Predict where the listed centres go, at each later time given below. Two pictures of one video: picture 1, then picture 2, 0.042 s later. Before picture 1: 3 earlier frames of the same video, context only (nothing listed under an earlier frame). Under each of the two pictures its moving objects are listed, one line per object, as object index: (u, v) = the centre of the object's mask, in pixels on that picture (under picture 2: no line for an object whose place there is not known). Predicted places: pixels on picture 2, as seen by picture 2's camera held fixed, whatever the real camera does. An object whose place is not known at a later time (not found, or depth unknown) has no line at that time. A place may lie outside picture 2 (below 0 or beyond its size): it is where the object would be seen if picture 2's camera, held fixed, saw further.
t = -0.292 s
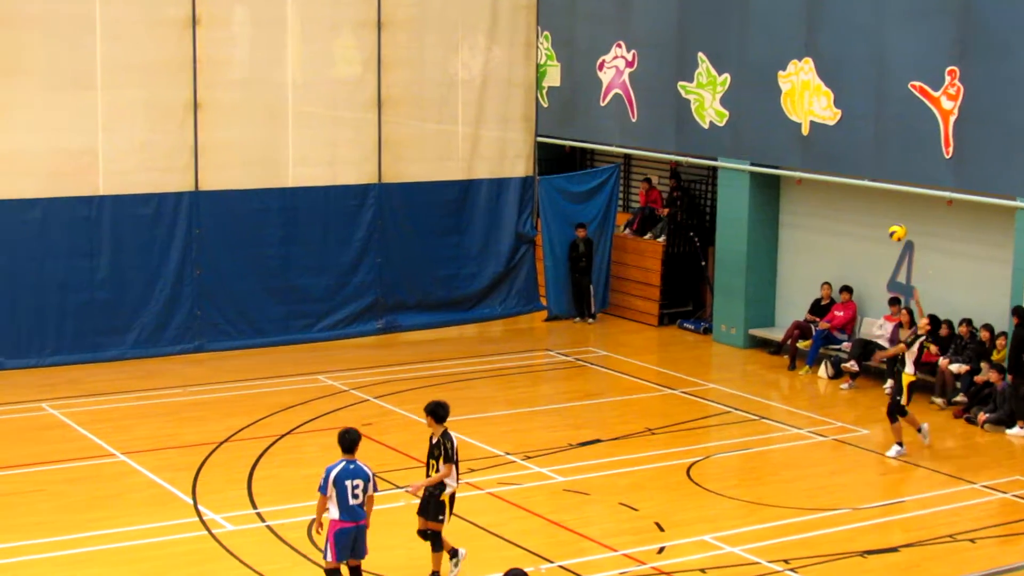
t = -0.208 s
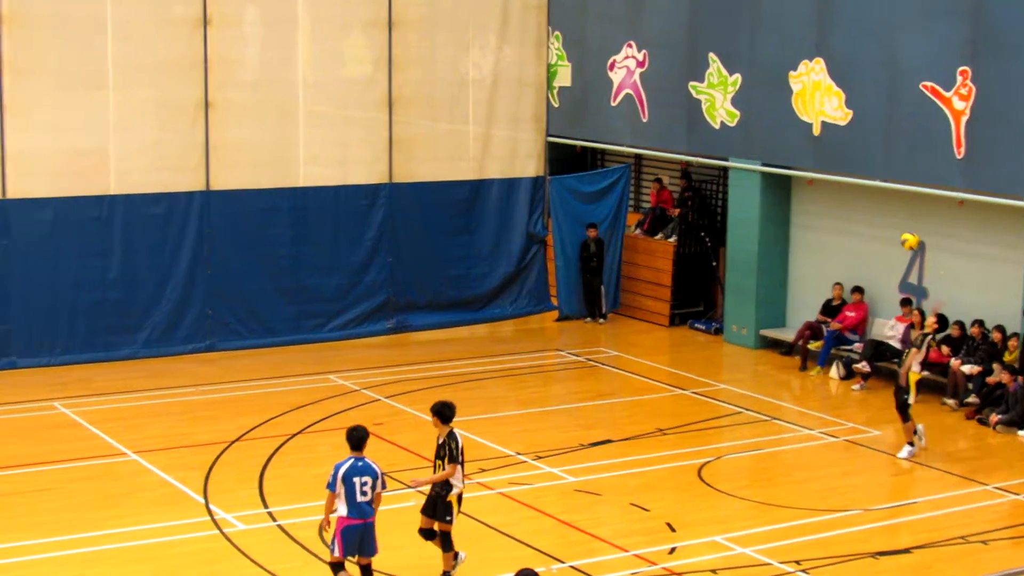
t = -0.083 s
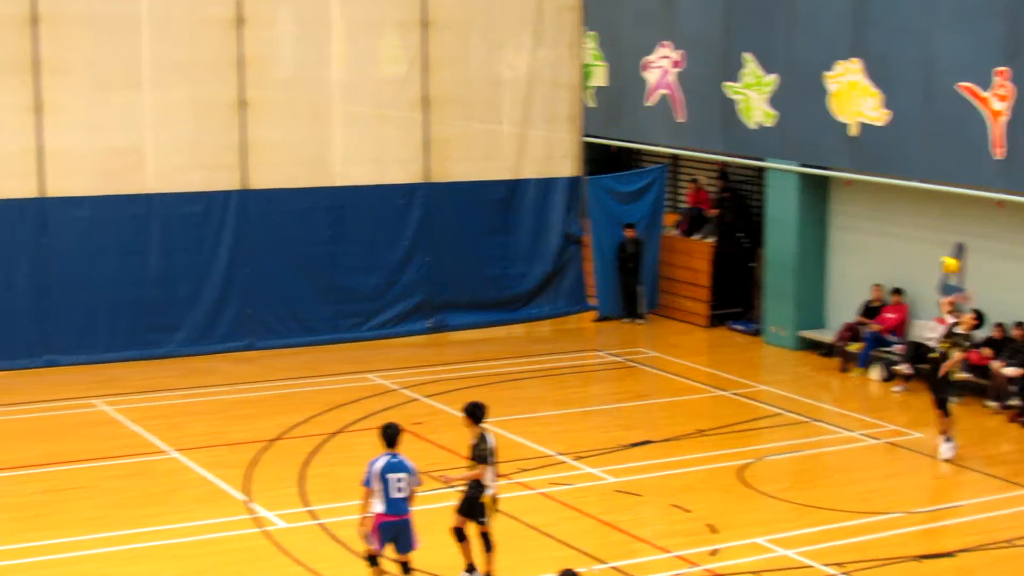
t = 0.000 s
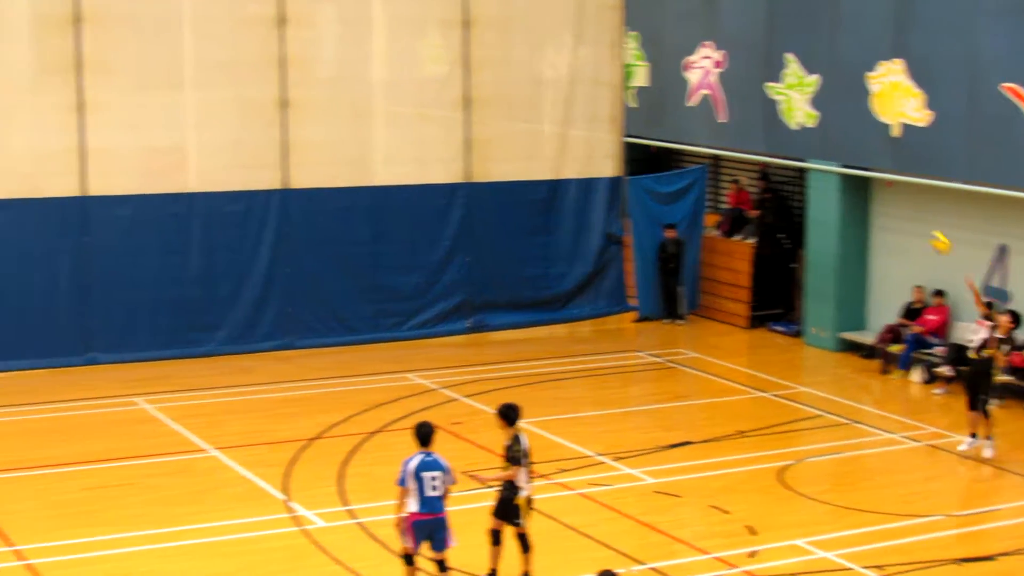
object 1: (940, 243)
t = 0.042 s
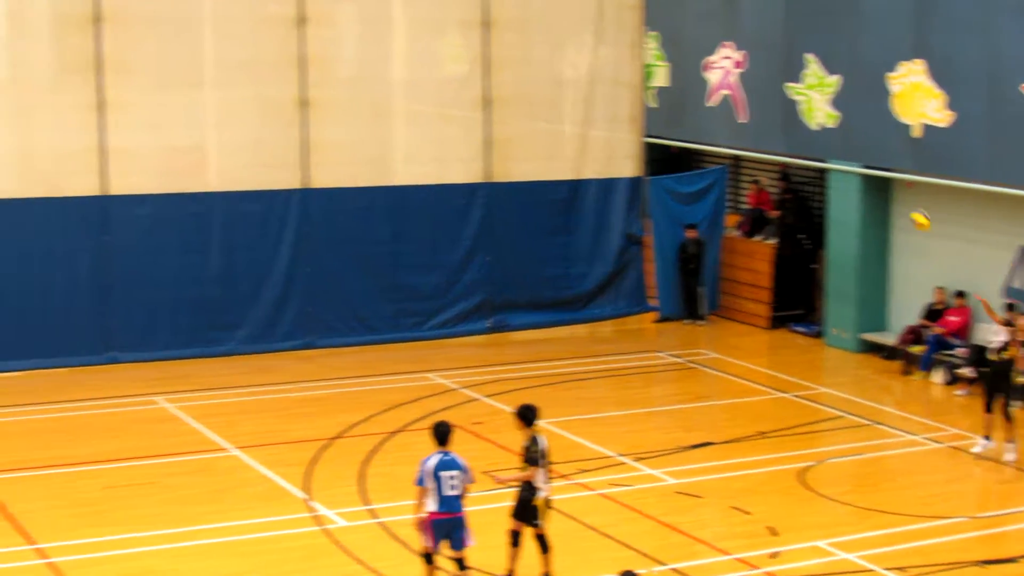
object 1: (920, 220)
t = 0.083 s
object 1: (880, 198)
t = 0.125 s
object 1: (839, 177)
